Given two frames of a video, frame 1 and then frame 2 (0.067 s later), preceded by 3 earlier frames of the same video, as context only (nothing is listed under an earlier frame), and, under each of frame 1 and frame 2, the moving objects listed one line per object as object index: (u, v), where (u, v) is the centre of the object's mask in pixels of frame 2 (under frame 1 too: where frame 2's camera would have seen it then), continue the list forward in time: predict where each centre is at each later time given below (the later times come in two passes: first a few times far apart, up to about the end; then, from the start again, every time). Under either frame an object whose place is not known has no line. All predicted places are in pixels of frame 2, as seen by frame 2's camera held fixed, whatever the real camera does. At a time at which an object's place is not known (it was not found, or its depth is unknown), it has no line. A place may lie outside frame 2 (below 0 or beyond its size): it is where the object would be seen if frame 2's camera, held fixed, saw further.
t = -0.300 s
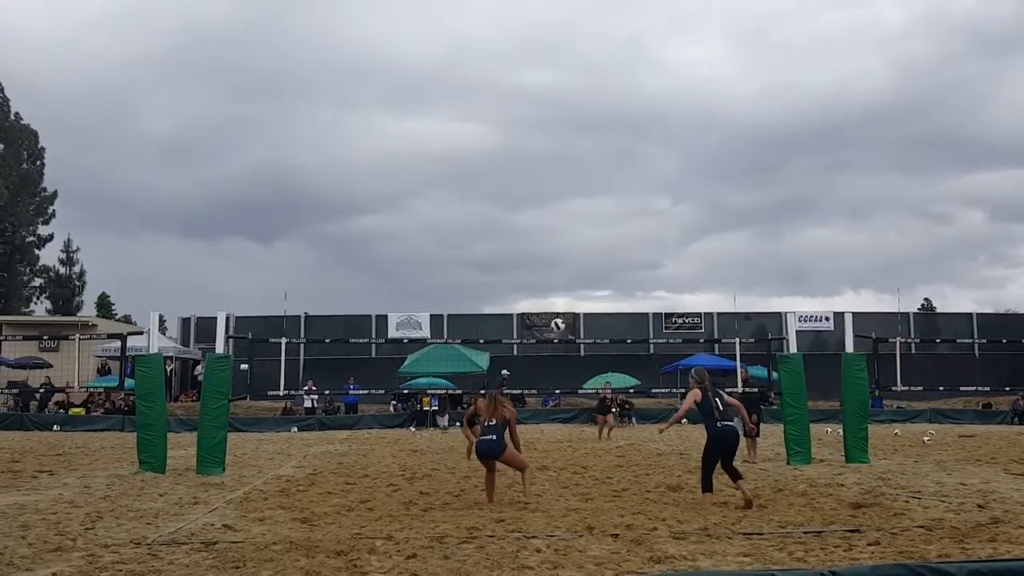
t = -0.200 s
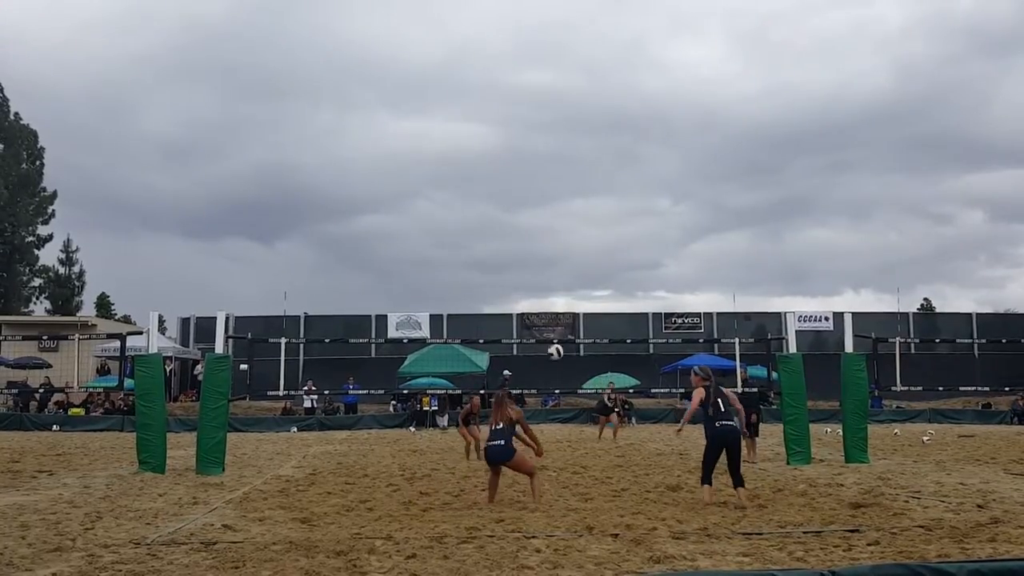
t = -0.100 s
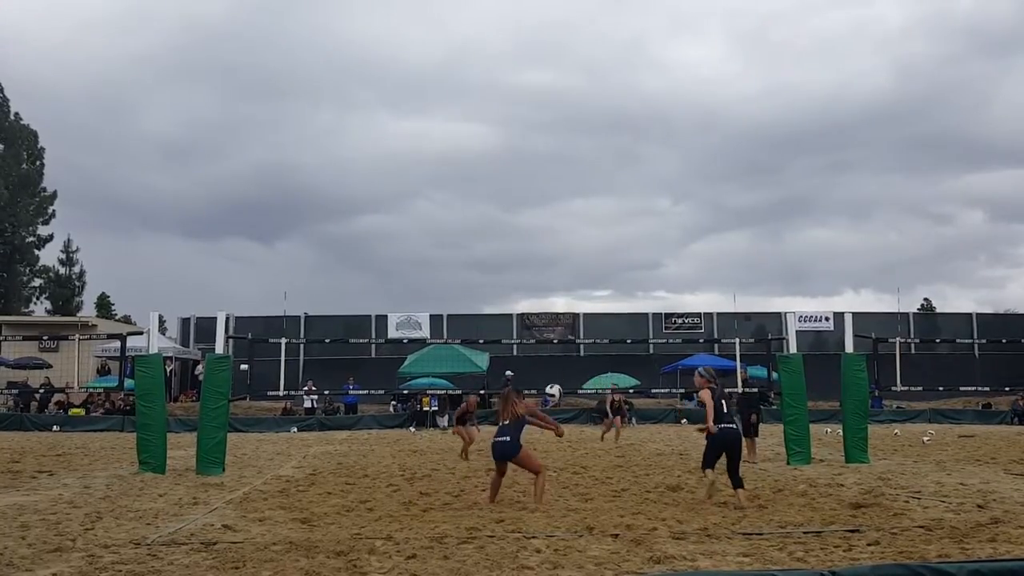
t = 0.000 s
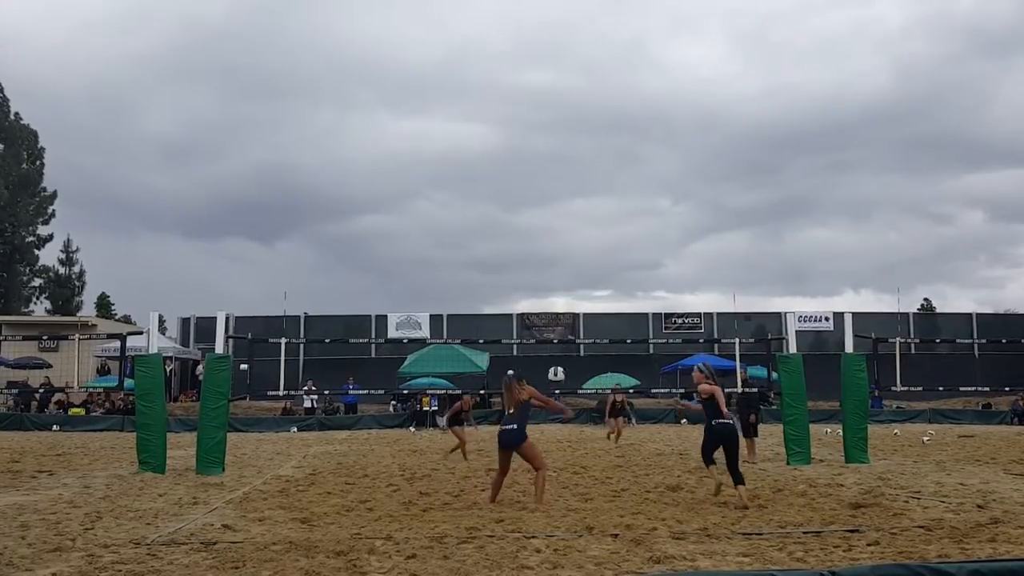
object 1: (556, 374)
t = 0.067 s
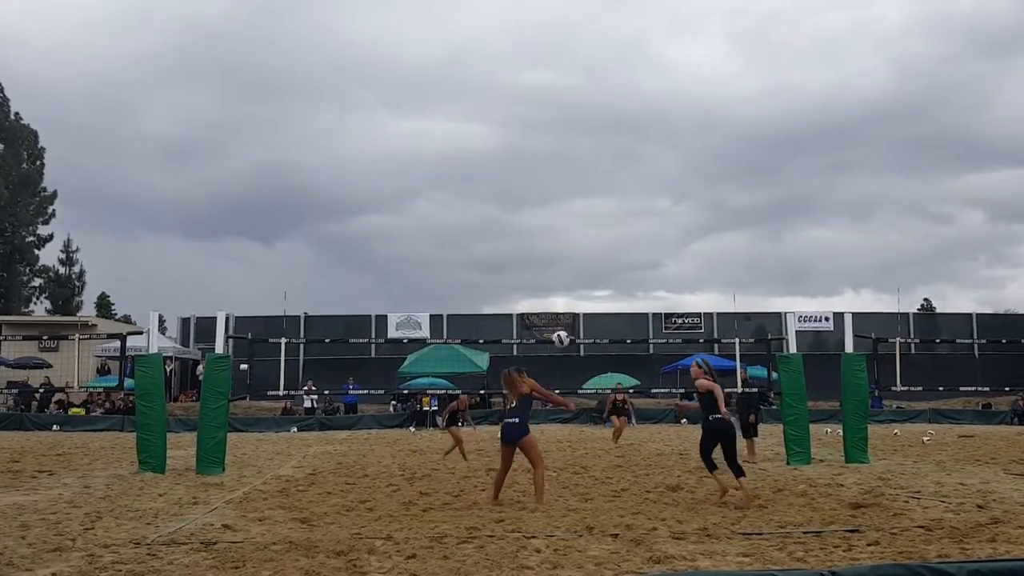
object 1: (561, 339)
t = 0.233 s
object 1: (571, 269)
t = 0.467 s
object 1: (585, 212)
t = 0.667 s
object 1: (596, 195)
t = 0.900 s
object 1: (609, 210)
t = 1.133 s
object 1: (622, 259)
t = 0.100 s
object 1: (563, 322)
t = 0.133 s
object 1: (565, 307)
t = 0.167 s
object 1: (567, 294)
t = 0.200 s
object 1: (569, 280)
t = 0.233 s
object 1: (571, 269)
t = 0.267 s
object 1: (573, 258)
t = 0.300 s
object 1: (575, 248)
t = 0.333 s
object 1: (577, 239)
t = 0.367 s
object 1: (579, 231)
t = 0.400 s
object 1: (581, 224)
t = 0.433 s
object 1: (583, 217)
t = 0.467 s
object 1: (585, 212)
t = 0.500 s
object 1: (587, 206)
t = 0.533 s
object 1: (588, 203)
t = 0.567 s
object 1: (590, 200)
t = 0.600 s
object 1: (592, 198)
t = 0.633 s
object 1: (594, 196)
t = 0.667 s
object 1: (596, 195)
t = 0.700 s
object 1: (597, 195)
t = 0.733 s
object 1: (600, 196)
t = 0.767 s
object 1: (602, 197)
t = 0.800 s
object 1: (603, 200)
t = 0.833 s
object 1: (605, 203)
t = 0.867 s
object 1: (607, 206)
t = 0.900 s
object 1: (609, 210)
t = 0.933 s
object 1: (611, 215)
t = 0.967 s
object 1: (613, 221)
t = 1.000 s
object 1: (615, 227)
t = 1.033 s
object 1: (617, 234)
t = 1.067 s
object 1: (618, 241)
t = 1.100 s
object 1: (620, 250)
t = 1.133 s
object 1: (622, 259)
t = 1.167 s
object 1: (624, 268)
